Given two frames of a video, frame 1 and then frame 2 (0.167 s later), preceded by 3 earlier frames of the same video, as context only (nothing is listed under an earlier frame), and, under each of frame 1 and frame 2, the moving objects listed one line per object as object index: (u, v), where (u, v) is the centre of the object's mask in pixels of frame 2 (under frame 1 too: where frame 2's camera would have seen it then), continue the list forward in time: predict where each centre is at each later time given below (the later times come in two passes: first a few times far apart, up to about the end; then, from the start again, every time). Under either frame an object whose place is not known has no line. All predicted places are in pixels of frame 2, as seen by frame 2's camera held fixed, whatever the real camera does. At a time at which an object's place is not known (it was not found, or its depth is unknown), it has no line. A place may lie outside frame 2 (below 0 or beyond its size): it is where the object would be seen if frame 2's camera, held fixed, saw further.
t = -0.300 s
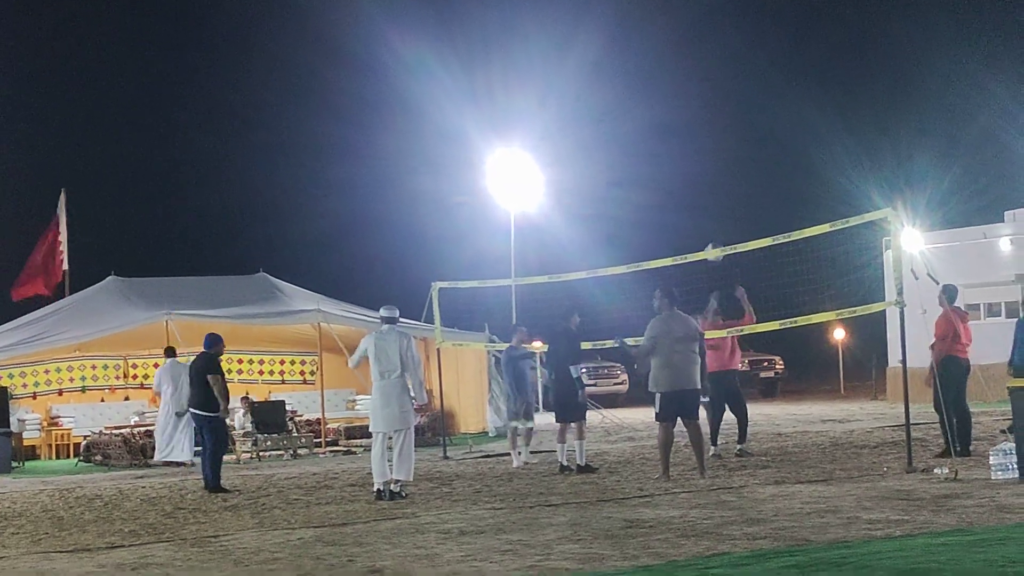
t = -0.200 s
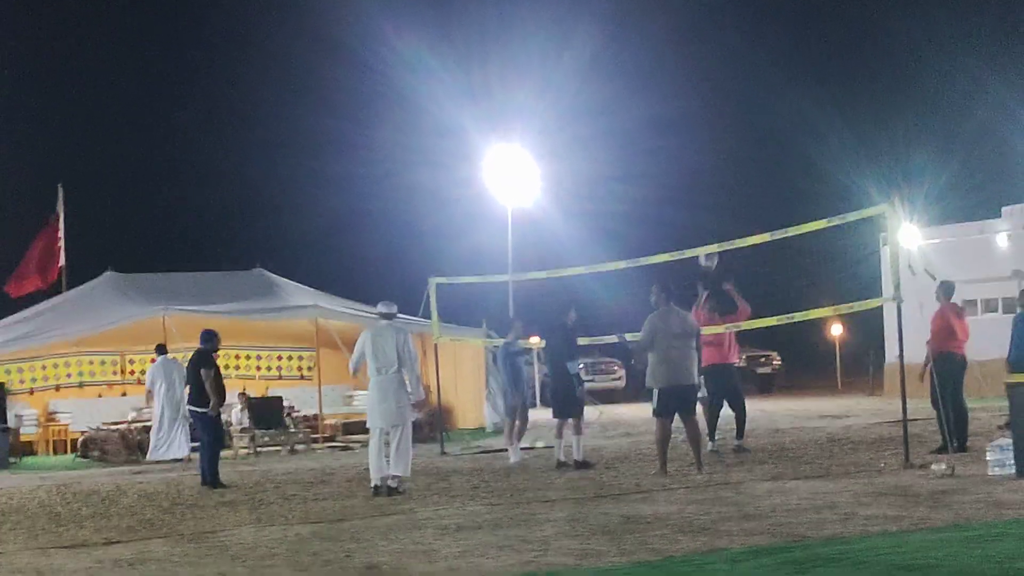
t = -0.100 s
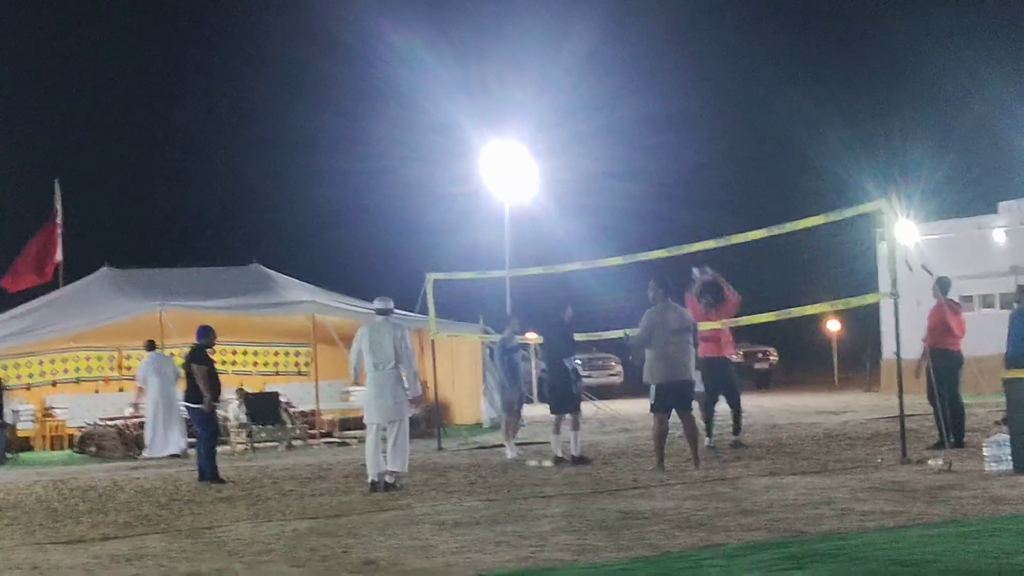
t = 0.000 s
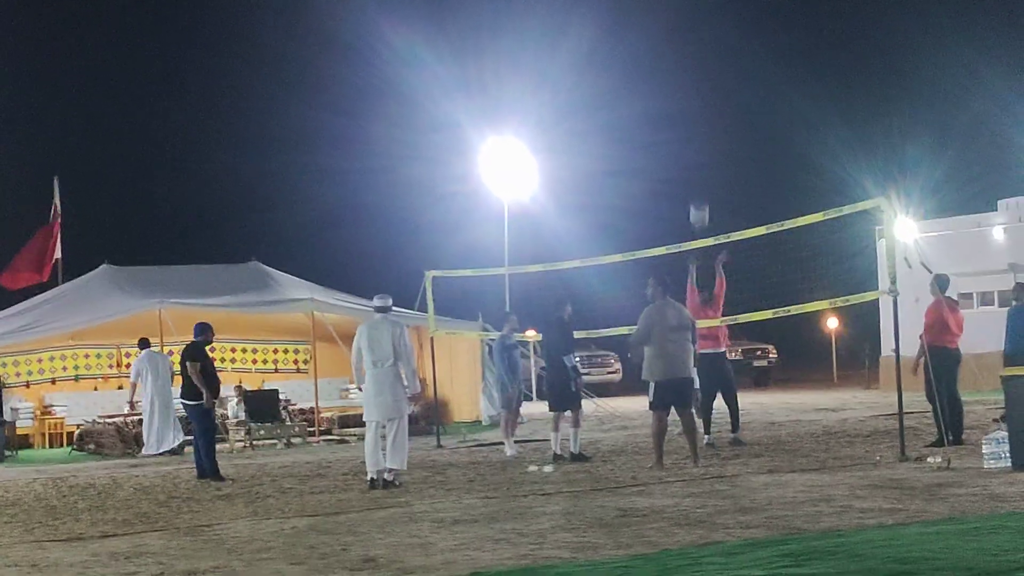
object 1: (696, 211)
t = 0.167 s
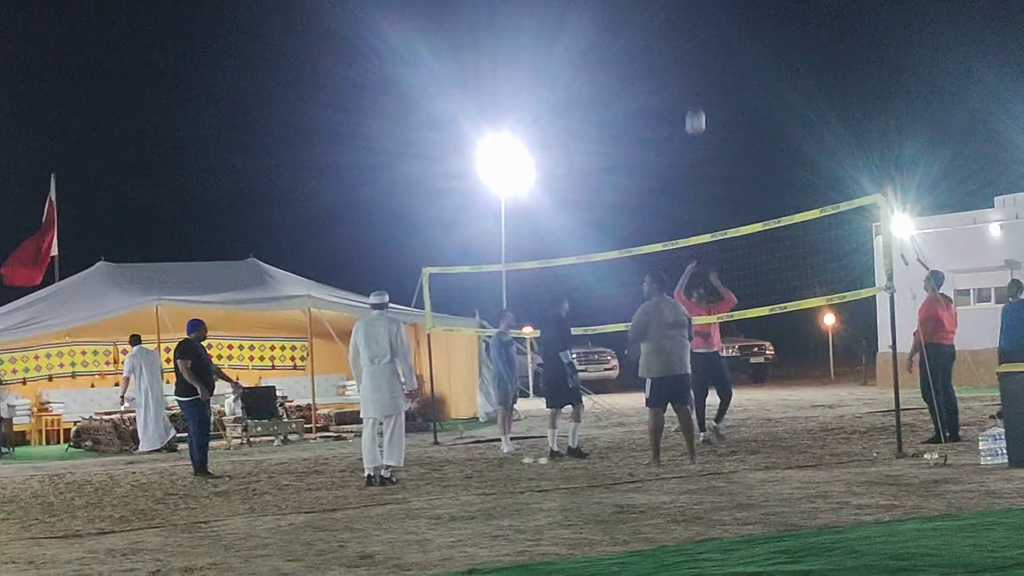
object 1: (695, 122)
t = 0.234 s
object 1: (695, 93)
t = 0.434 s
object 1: (695, 27)
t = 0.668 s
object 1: (699, -5)
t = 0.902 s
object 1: (705, 9)
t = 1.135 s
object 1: (715, 74)
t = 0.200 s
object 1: (695, 107)
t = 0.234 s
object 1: (695, 93)
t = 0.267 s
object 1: (695, 79)
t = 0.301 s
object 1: (695, 67)
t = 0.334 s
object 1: (695, 56)
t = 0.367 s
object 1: (695, 45)
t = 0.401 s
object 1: (695, 36)
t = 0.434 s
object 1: (695, 27)
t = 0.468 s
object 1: (696, 20)
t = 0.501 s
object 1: (696, 13)
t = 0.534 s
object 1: (697, 7)
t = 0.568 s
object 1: (697, 4)
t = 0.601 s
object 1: (698, 0)
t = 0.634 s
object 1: (699, -3)
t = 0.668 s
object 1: (699, -5)
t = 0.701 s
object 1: (700, -7)
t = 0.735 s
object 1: (700, -7)
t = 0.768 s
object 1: (701, -5)
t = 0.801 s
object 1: (702, -4)
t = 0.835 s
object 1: (703, -1)
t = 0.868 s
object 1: (704, 3)
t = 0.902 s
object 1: (705, 9)
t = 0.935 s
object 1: (706, 15)
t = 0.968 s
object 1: (707, 22)
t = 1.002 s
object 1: (709, 30)
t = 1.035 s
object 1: (710, 39)
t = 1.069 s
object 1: (712, 50)
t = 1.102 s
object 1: (713, 61)
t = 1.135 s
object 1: (715, 74)
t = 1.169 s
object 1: (716, 87)
